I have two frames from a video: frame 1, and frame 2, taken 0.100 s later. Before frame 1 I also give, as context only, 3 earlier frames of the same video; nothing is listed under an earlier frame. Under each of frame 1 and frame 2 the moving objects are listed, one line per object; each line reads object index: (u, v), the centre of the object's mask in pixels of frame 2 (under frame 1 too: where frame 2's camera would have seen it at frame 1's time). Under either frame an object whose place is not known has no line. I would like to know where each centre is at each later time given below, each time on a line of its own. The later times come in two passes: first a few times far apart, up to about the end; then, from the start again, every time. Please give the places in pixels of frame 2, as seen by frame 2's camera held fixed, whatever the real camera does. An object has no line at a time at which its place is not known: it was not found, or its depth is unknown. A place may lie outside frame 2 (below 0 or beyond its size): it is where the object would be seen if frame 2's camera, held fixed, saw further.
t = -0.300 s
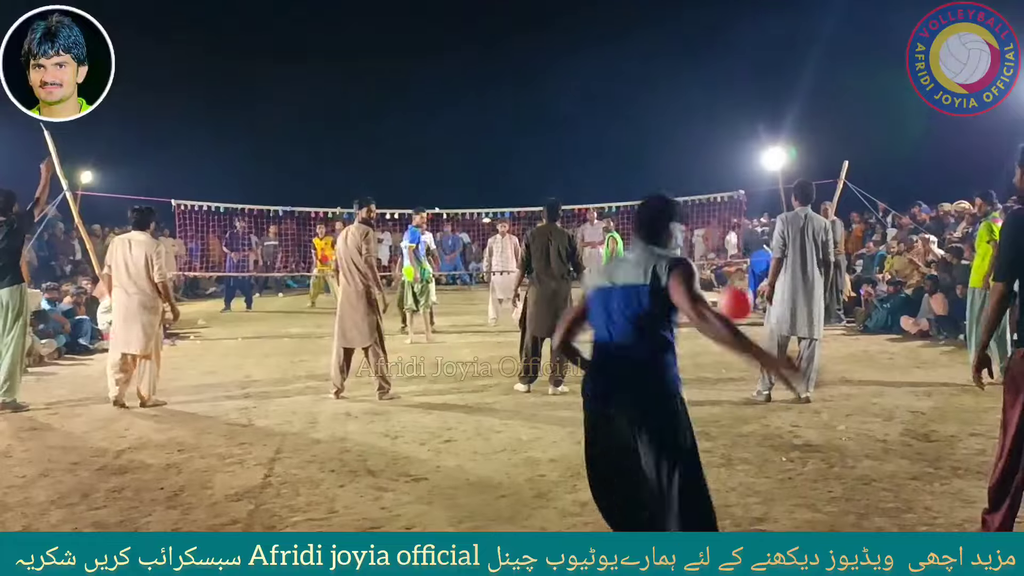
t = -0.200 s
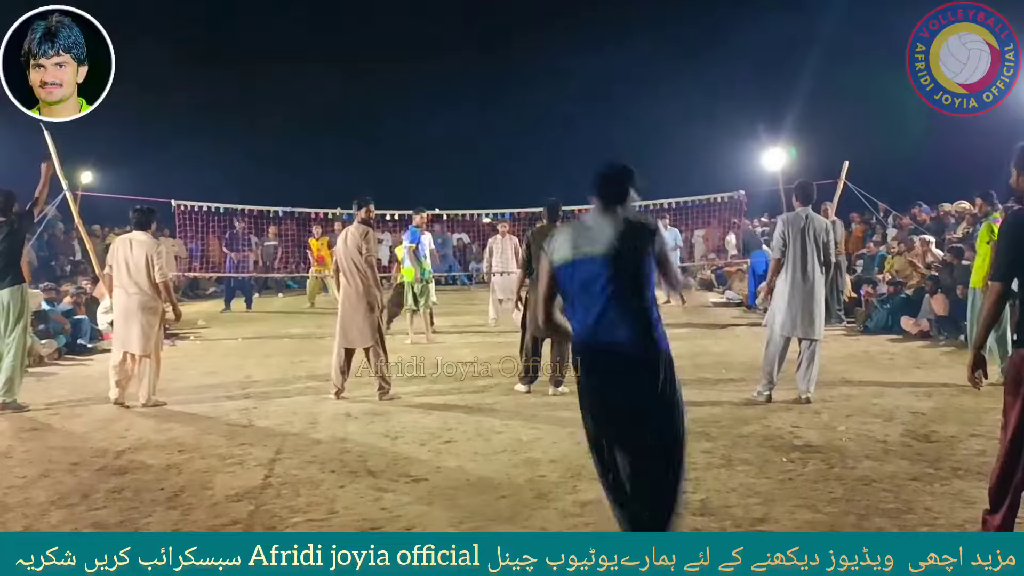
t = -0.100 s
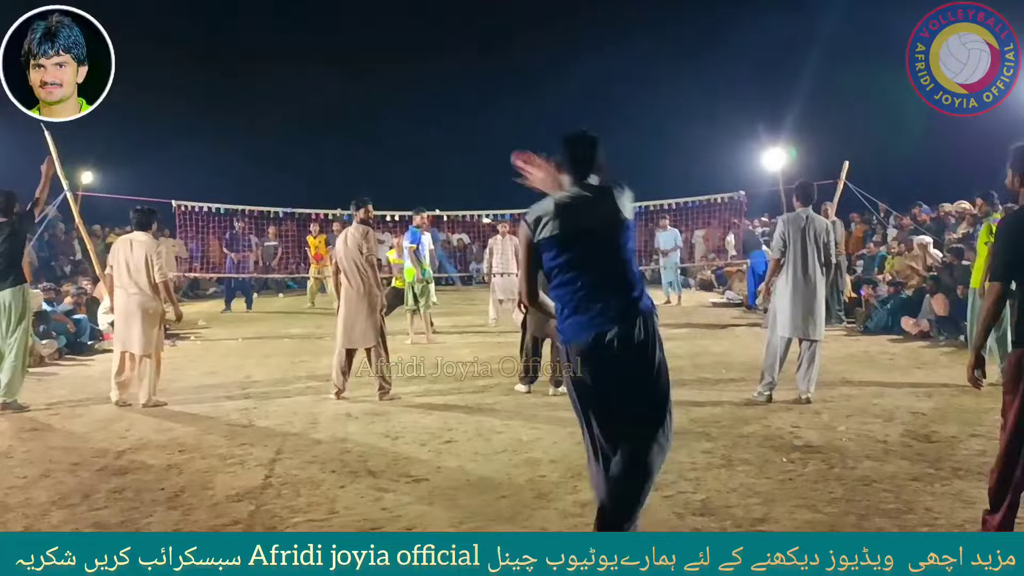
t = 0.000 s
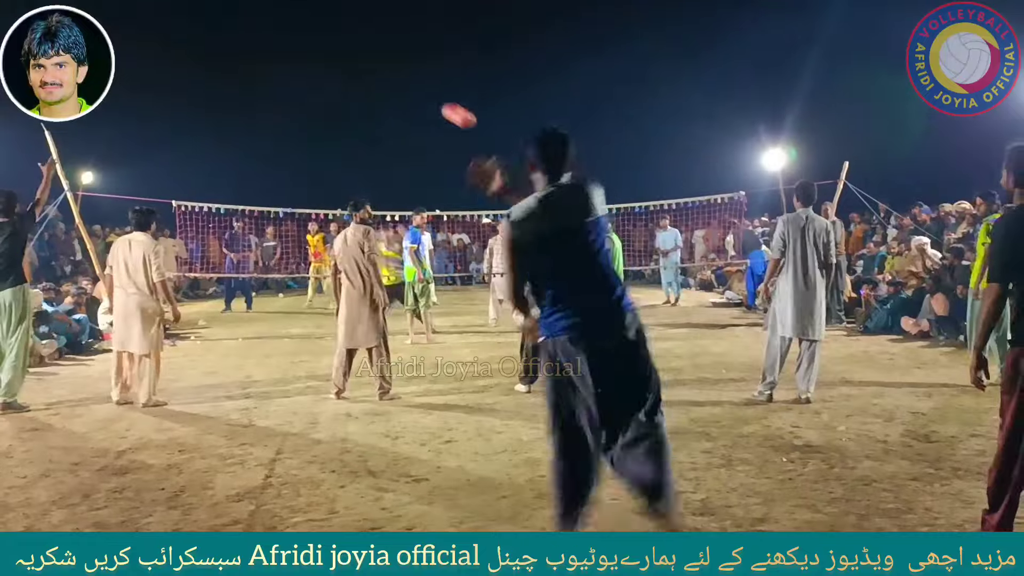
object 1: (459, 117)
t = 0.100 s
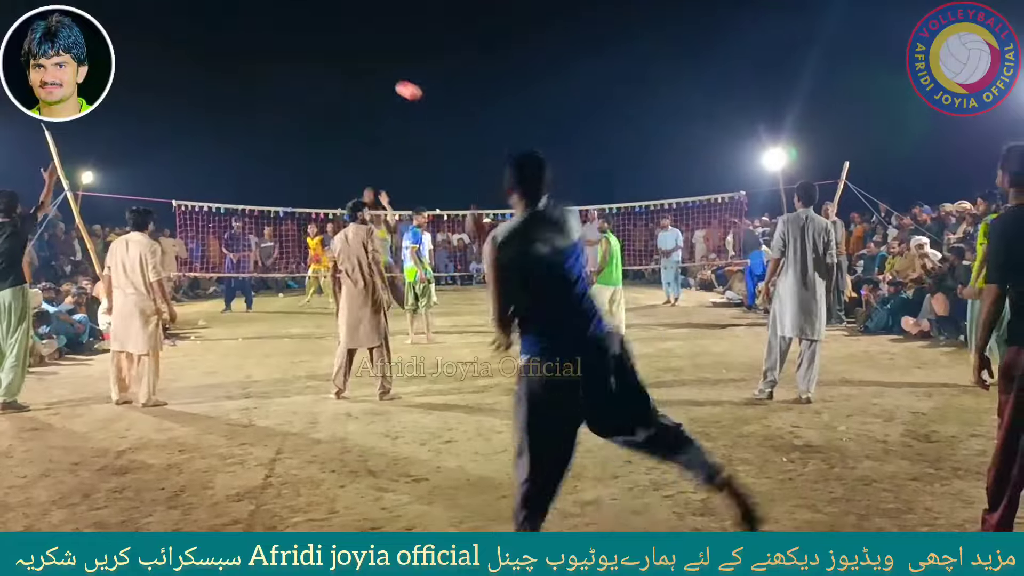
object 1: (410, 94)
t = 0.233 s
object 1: (366, 82)
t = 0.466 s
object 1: (324, 99)
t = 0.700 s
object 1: (302, 141)
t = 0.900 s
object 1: (293, 189)
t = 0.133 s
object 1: (397, 88)
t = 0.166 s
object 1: (385, 85)
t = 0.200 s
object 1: (375, 83)
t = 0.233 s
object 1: (366, 82)
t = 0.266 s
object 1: (358, 83)
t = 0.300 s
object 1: (351, 84)
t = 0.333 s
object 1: (344, 86)
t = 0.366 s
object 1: (338, 88)
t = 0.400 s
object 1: (333, 91)
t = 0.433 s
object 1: (328, 95)
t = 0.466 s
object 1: (324, 99)
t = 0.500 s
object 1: (320, 103)
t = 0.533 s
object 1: (316, 109)
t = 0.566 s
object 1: (314, 115)
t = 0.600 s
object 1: (310, 121)
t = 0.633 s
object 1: (307, 127)
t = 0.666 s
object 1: (305, 134)
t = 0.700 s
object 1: (302, 141)
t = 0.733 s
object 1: (300, 149)
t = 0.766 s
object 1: (299, 157)
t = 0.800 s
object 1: (297, 164)
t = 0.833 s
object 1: (295, 172)
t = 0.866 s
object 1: (294, 180)
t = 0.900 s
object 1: (293, 189)
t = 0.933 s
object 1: (292, 197)
